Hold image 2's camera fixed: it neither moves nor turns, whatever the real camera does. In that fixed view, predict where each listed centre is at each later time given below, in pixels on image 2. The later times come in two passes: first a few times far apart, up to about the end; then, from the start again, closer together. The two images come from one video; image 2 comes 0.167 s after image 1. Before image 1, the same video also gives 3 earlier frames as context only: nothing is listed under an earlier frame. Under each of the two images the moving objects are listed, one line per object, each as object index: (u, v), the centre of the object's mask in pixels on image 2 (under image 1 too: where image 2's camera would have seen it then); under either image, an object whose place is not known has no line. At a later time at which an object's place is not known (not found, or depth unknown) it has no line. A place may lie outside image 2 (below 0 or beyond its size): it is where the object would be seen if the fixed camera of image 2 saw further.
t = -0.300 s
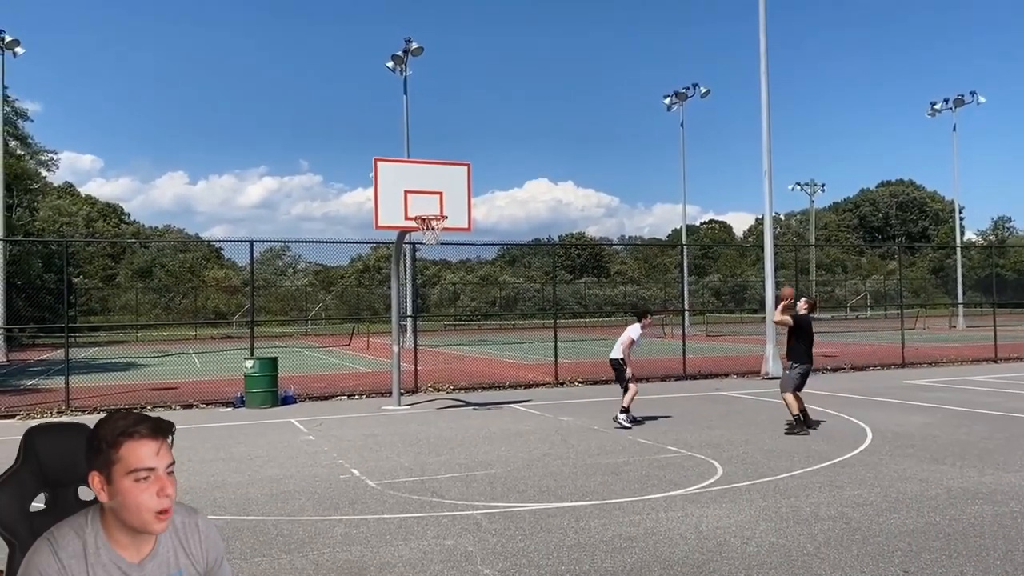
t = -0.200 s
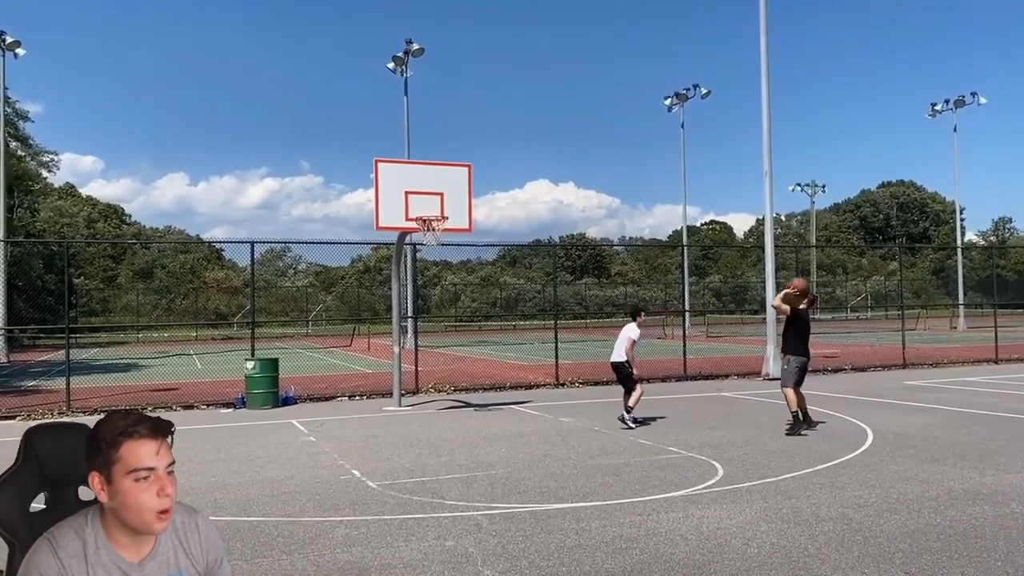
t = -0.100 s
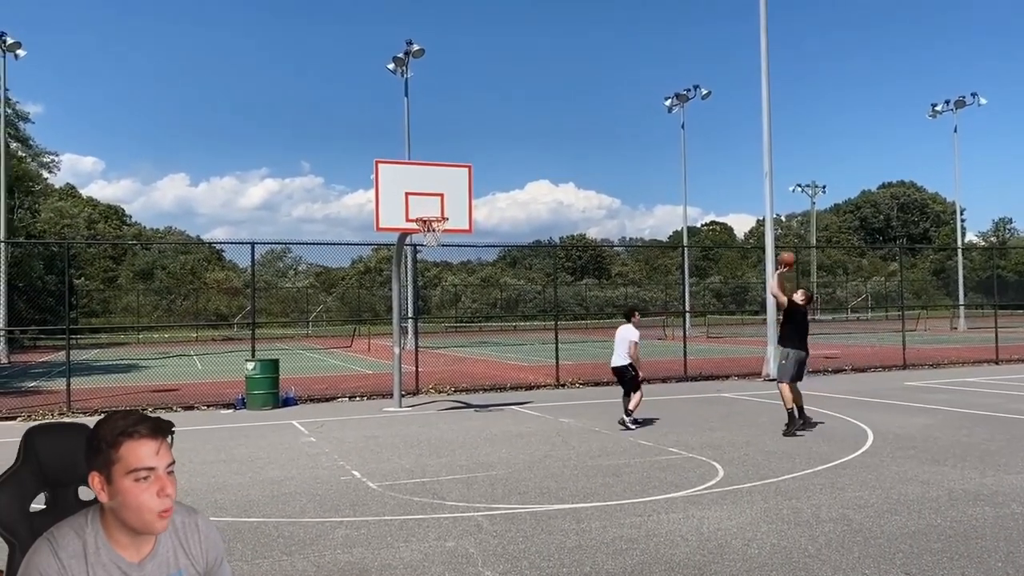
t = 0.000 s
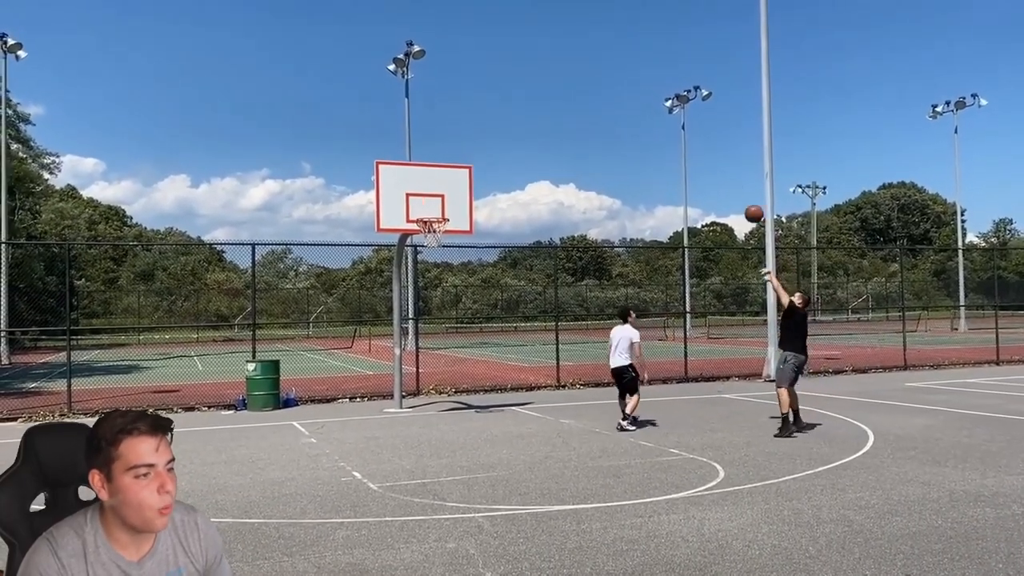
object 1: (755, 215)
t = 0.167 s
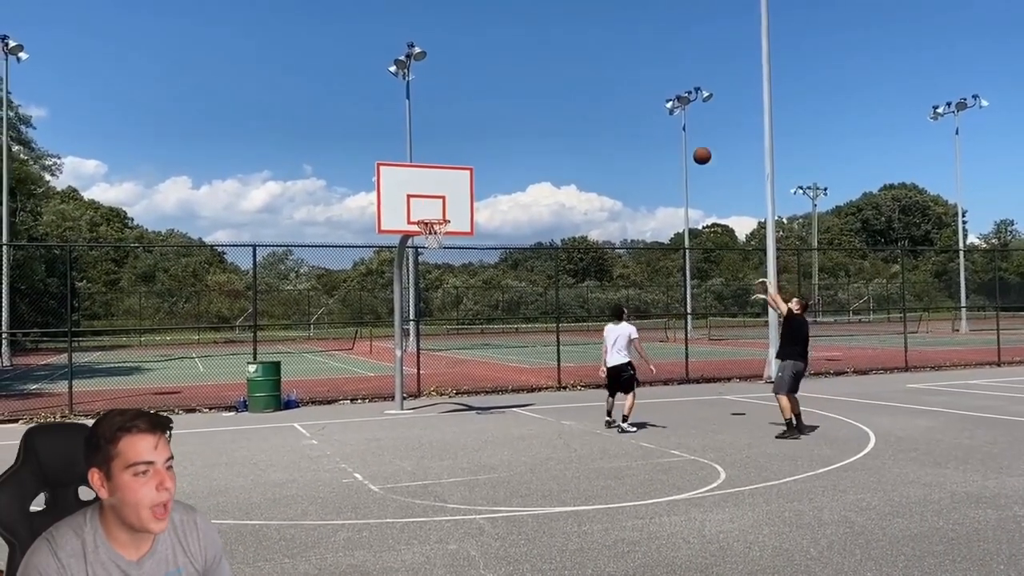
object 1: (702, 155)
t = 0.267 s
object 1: (672, 131)
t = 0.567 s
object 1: (585, 103)
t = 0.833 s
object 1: (514, 130)
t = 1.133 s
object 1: (441, 212)
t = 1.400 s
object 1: (429, 232)
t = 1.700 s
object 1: (438, 242)
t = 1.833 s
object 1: (437, 259)
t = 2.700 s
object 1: (421, 325)
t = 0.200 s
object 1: (692, 146)
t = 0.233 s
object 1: (681, 138)
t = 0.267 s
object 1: (672, 131)
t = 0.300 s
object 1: (662, 124)
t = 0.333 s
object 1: (652, 119)
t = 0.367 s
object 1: (642, 114)
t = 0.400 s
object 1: (632, 110)
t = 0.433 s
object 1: (623, 107)
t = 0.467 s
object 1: (613, 105)
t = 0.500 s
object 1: (604, 103)
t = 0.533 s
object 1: (595, 103)
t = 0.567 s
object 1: (585, 103)
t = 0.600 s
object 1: (576, 104)
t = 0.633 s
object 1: (567, 105)
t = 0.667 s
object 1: (558, 107)
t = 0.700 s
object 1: (549, 110)
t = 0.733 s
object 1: (540, 114)
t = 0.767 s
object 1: (532, 119)
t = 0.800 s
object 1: (523, 124)
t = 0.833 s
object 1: (514, 130)
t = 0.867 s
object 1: (506, 137)
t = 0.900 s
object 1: (498, 144)
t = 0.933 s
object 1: (490, 152)
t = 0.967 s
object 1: (481, 160)
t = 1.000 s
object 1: (473, 170)
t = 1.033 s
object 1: (465, 180)
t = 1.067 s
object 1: (457, 190)
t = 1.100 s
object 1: (449, 201)
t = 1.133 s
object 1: (441, 212)
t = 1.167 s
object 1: (434, 225)
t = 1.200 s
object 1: (428, 231)
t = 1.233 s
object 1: (427, 235)
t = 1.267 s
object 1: (425, 234)
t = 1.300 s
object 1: (426, 232)
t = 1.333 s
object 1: (426, 233)
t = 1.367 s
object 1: (428, 232)
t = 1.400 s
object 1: (429, 232)
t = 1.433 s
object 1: (431, 232)
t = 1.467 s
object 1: (432, 233)
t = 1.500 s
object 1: (434, 234)
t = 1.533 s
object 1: (435, 235)
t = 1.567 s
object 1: (436, 236)
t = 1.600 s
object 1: (438, 238)
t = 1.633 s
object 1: (437, 239)
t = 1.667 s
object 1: (437, 240)
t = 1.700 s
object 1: (438, 242)
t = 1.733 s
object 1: (439, 248)
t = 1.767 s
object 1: (438, 250)
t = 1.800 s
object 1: (437, 255)
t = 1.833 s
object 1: (437, 259)
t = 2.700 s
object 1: (421, 325)
